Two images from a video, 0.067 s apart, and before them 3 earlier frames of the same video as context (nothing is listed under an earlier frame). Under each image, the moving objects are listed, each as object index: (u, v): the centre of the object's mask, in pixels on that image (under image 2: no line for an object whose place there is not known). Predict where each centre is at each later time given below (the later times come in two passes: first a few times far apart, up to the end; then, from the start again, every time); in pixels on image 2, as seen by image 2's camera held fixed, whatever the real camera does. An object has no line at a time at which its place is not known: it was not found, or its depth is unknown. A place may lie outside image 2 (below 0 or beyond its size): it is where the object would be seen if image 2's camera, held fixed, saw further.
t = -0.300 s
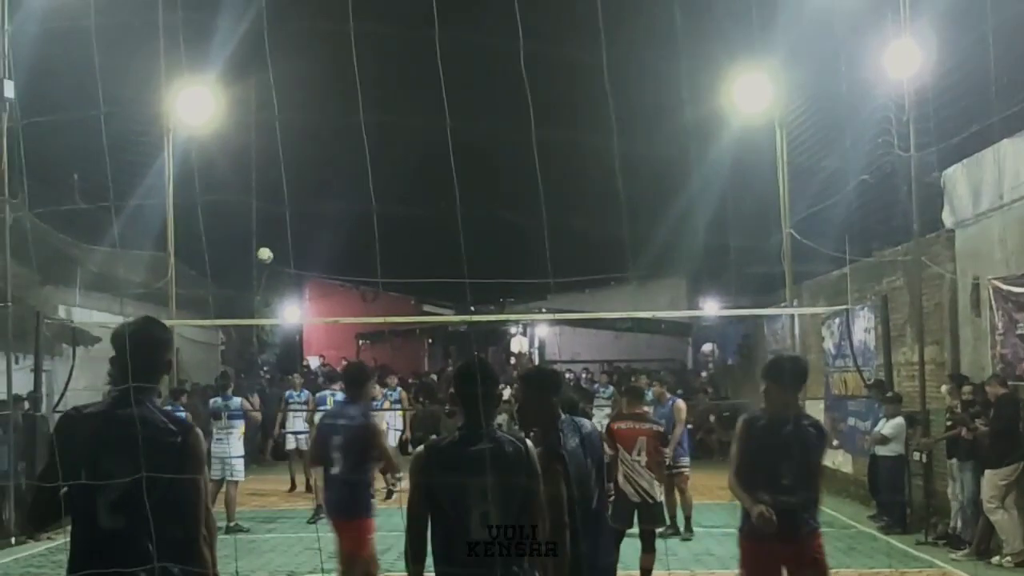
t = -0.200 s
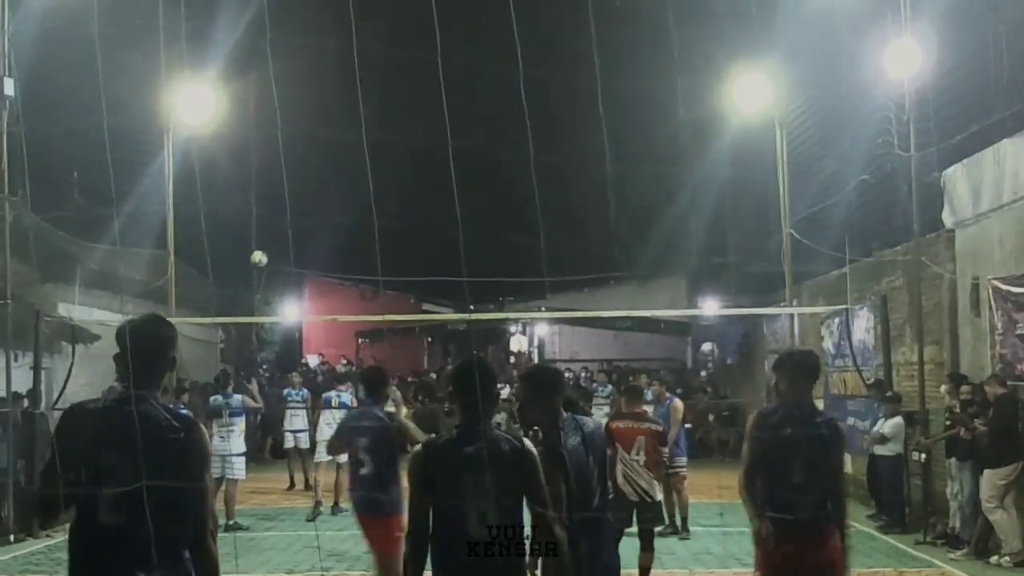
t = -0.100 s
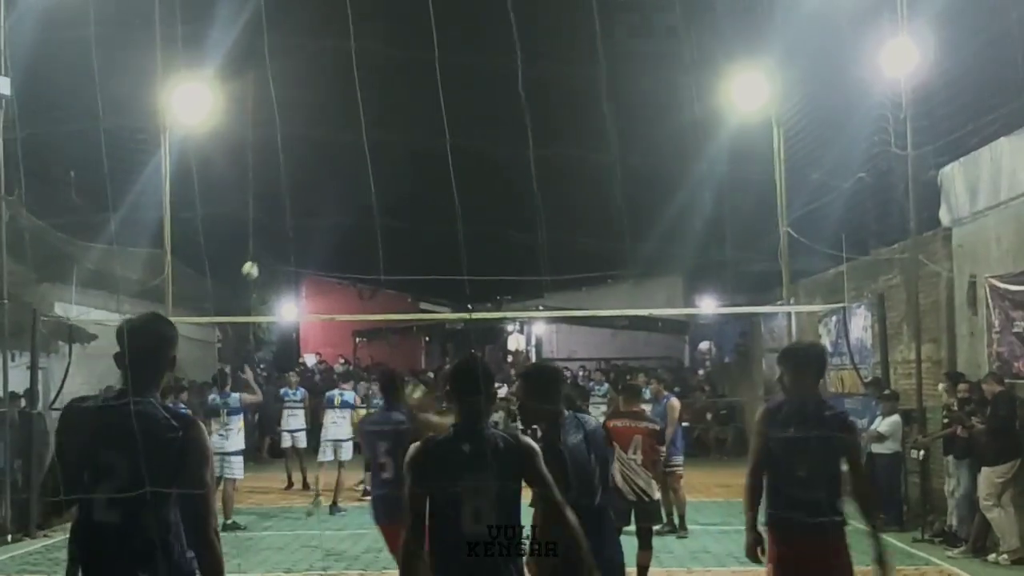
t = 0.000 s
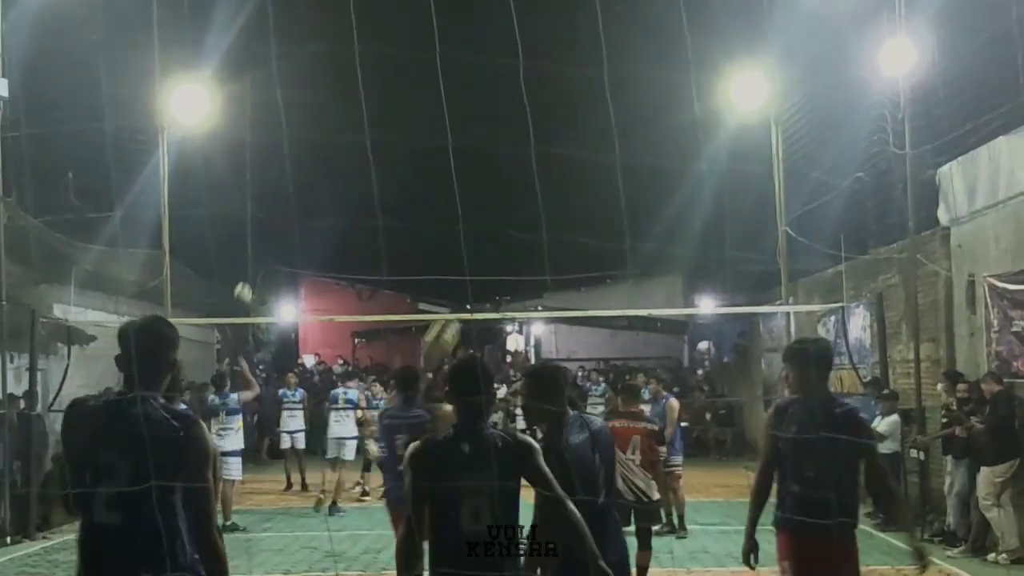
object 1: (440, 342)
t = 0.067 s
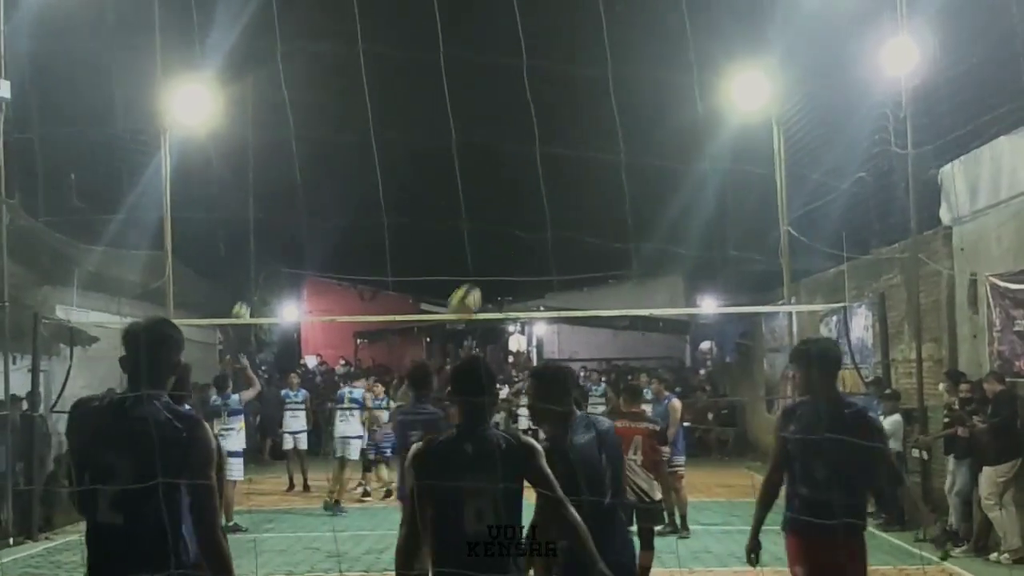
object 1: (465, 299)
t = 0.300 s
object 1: (526, 240)
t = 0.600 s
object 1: (585, 263)
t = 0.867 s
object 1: (628, 350)
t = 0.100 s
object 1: (474, 288)
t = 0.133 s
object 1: (484, 275)
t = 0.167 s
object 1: (493, 264)
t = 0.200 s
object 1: (502, 257)
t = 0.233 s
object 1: (510, 249)
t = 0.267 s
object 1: (518, 244)
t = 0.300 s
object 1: (526, 240)
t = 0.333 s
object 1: (533, 238)
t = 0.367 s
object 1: (540, 237)
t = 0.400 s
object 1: (547, 237)
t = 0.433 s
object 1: (554, 239)
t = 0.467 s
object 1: (560, 241)
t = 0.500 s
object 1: (567, 245)
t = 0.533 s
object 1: (573, 250)
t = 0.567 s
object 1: (579, 257)
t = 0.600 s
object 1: (585, 263)
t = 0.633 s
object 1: (591, 272)
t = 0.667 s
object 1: (596, 280)
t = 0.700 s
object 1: (601, 288)
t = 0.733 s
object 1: (608, 299)
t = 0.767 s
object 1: (613, 312)
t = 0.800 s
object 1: (617, 324)
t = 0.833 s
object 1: (624, 335)
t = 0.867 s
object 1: (628, 350)
